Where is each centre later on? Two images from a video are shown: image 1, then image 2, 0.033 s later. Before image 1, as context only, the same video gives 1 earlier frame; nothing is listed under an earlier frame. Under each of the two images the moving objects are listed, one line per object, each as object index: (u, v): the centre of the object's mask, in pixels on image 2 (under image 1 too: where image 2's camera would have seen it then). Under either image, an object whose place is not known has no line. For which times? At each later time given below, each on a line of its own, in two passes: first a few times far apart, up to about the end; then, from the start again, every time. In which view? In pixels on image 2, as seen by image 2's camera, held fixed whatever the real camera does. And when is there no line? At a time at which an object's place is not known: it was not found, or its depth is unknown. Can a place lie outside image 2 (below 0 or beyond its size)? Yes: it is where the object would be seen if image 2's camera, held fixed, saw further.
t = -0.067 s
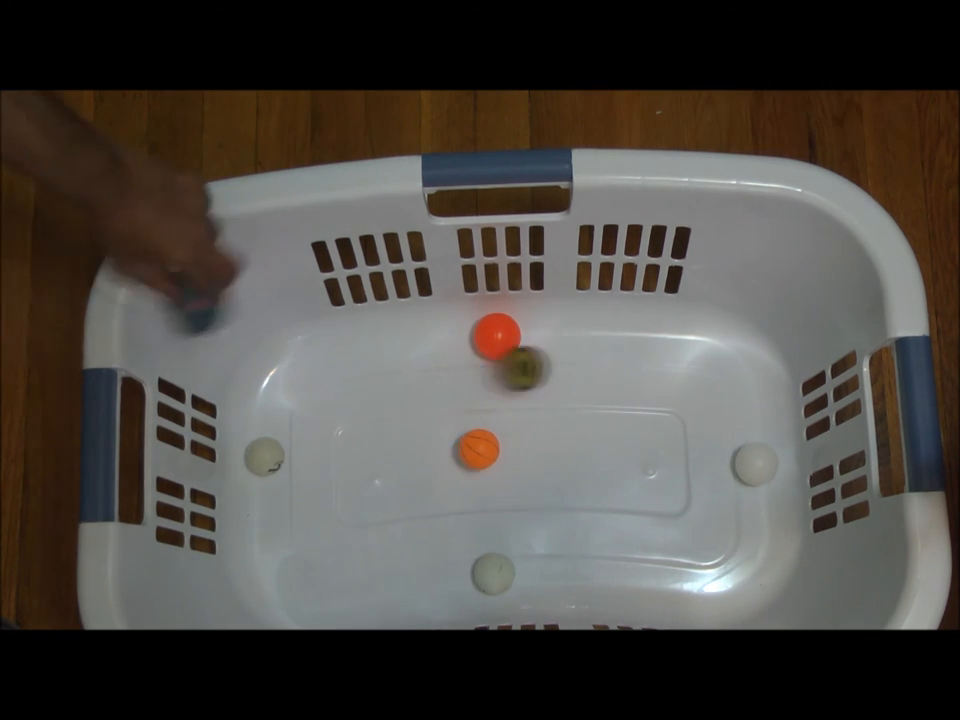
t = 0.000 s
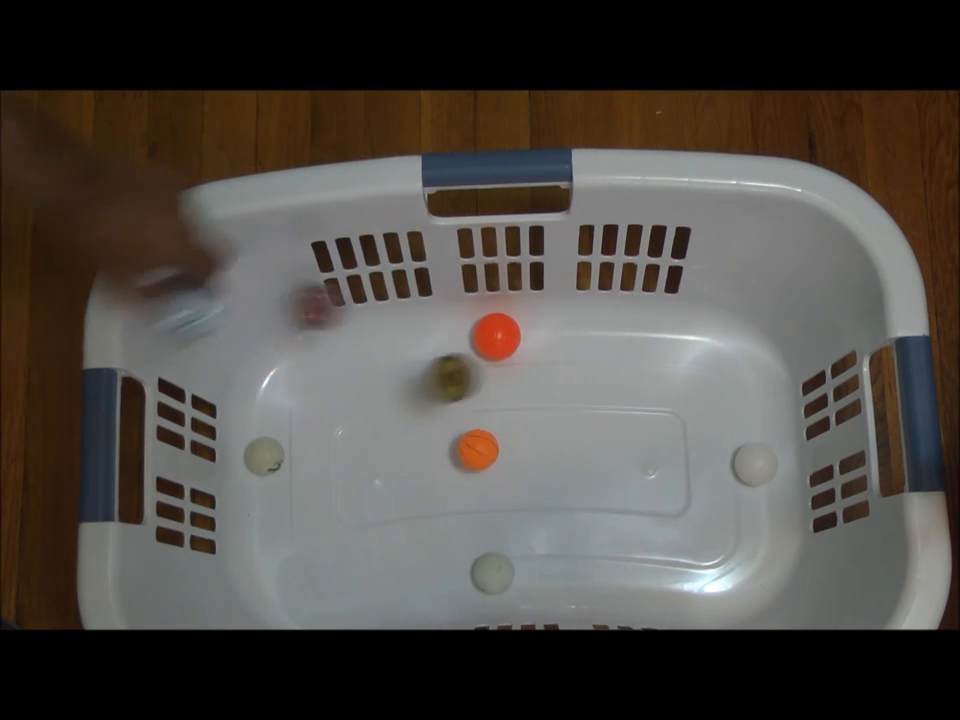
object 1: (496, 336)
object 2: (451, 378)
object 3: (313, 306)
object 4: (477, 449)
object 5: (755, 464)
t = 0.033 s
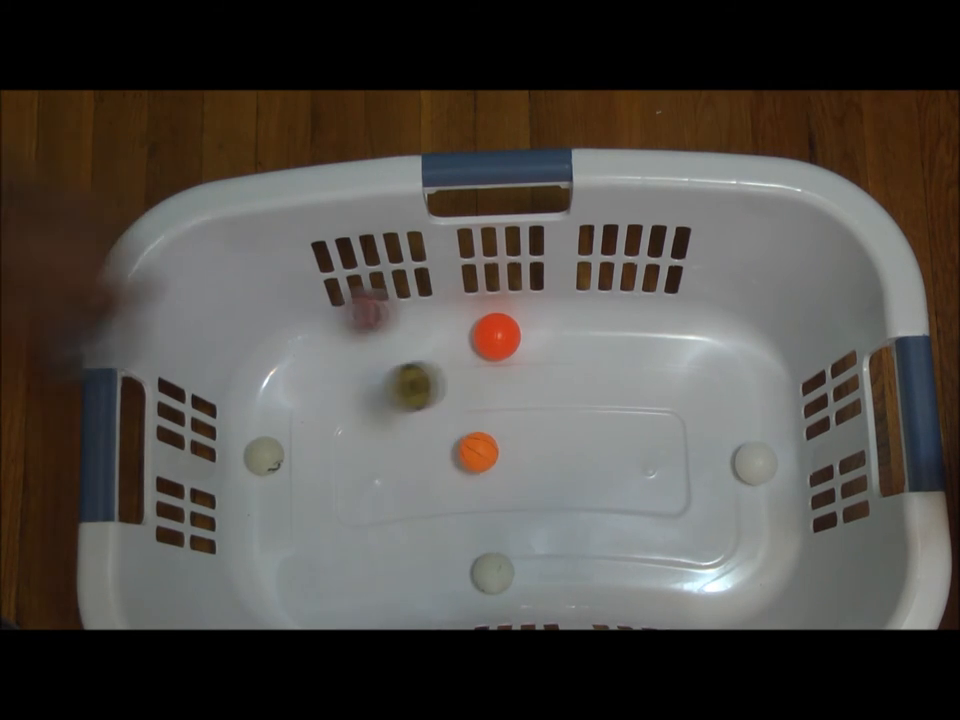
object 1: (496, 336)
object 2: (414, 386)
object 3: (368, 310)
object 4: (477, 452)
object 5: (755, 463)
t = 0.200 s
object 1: (496, 337)
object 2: (237, 470)
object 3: (566, 549)
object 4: (460, 602)
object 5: (756, 460)
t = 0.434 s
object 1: (494, 336)
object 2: (323, 597)
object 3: (715, 463)
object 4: (378, 522)
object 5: (767, 444)
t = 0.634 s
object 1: (469, 325)
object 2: (393, 434)
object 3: (524, 345)
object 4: (316, 410)
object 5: (732, 380)
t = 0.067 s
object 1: (496, 336)
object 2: (375, 399)
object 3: (413, 338)
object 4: (477, 456)
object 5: (755, 463)
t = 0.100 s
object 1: (495, 337)
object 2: (337, 414)
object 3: (449, 391)
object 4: (477, 457)
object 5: (755, 462)
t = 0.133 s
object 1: (495, 337)
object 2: (299, 432)
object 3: (486, 443)
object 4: (475, 500)
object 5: (756, 461)
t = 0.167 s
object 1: (496, 336)
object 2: (267, 450)
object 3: (525, 496)
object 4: (470, 579)
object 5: (756, 460)
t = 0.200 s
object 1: (496, 337)
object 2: (237, 470)
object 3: (566, 549)
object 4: (460, 602)
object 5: (756, 460)
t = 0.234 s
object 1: (496, 336)
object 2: (215, 489)
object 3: (607, 586)
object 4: (446, 588)
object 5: (757, 460)
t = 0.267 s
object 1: (496, 336)
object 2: (251, 523)
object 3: (654, 566)
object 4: (434, 574)
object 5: (758, 459)
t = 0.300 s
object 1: (496, 336)
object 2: (282, 551)
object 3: (700, 546)
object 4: (420, 561)
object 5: (759, 458)
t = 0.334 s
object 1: (496, 336)
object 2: (291, 575)
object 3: (745, 530)
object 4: (409, 550)
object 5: (759, 458)
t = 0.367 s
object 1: (495, 337)
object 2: (300, 599)
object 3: (780, 511)
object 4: (398, 539)
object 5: (759, 458)
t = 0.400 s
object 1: (494, 337)
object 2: (311, 617)
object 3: (751, 486)
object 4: (387, 530)
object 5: (759, 452)
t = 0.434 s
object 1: (494, 336)
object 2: (323, 597)
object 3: (715, 463)
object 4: (378, 522)
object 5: (767, 444)
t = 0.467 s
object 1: (494, 337)
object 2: (335, 566)
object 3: (682, 442)
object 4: (372, 516)
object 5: (778, 425)
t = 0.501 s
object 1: (494, 337)
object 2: (347, 537)
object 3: (647, 420)
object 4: (361, 498)
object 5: (779, 413)
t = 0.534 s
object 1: (494, 337)
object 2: (361, 510)
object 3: (615, 398)
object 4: (346, 471)
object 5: (774, 402)
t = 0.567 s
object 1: (494, 337)
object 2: (373, 483)
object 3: (582, 379)
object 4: (334, 450)
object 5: (766, 394)
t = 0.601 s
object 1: (494, 337)
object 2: (383, 458)
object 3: (550, 361)
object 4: (324, 429)
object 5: (749, 389)
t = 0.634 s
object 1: (469, 325)
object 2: (393, 434)
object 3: (524, 345)
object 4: (316, 410)
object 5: (732, 380)
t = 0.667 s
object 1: (432, 320)
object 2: (404, 421)
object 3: (505, 331)
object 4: (307, 394)
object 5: (717, 369)
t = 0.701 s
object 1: (397, 322)
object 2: (416, 424)
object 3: (486, 321)
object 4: (299, 382)
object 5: (706, 357)
